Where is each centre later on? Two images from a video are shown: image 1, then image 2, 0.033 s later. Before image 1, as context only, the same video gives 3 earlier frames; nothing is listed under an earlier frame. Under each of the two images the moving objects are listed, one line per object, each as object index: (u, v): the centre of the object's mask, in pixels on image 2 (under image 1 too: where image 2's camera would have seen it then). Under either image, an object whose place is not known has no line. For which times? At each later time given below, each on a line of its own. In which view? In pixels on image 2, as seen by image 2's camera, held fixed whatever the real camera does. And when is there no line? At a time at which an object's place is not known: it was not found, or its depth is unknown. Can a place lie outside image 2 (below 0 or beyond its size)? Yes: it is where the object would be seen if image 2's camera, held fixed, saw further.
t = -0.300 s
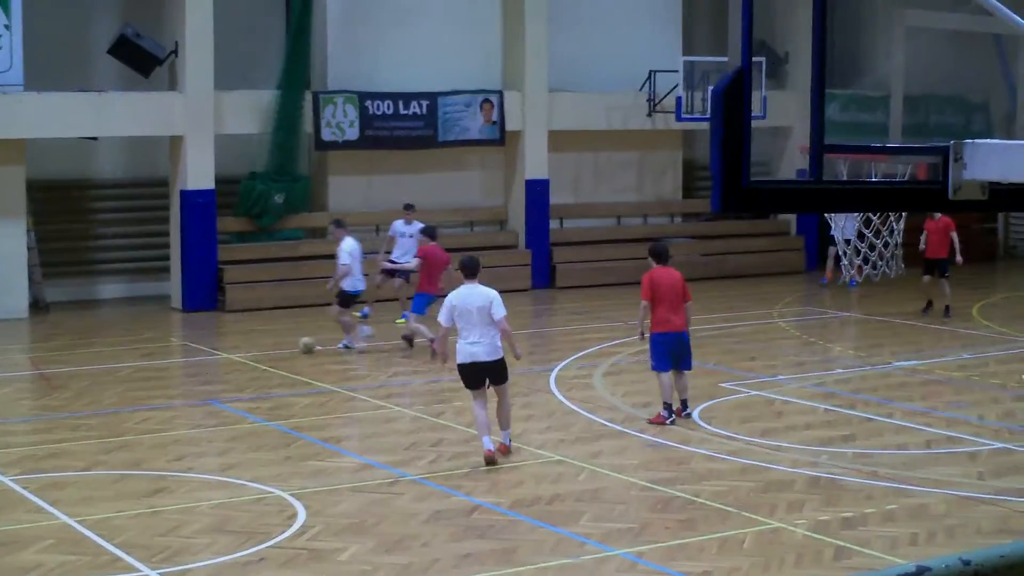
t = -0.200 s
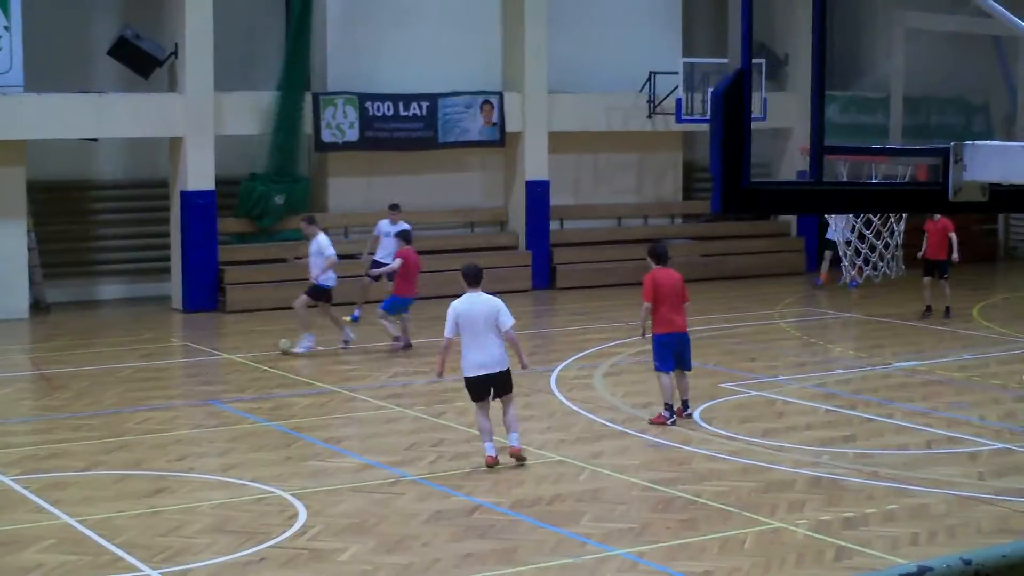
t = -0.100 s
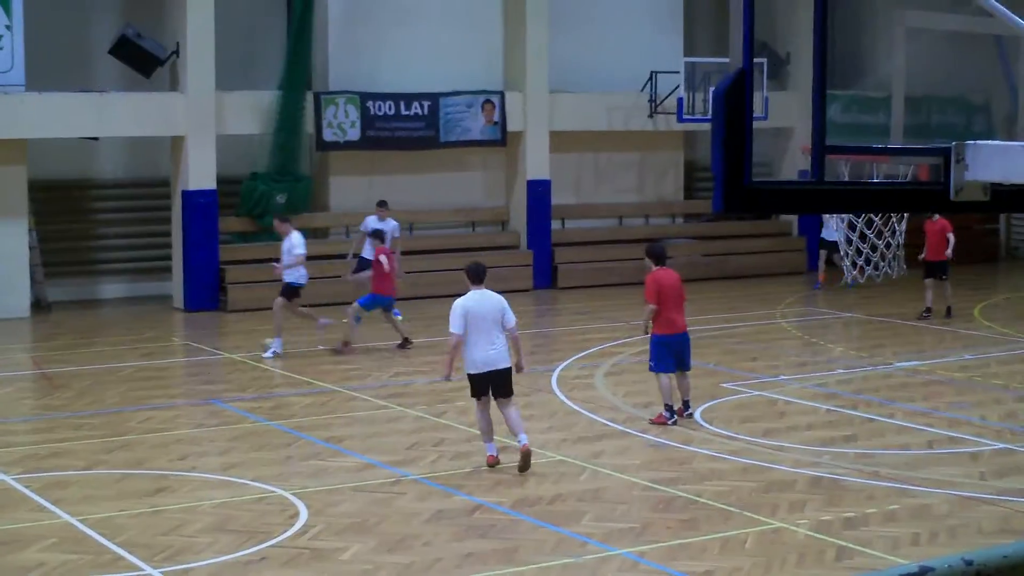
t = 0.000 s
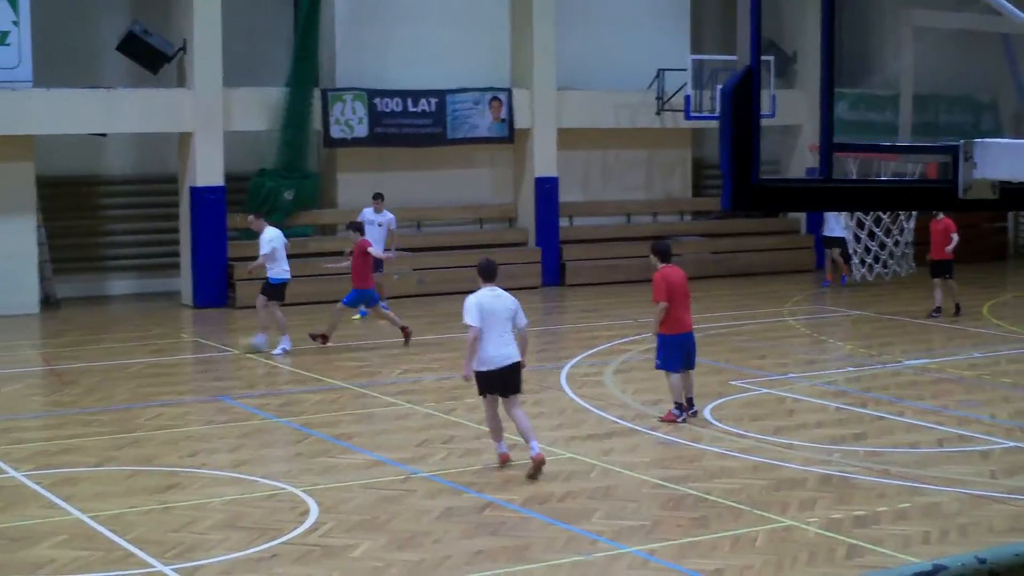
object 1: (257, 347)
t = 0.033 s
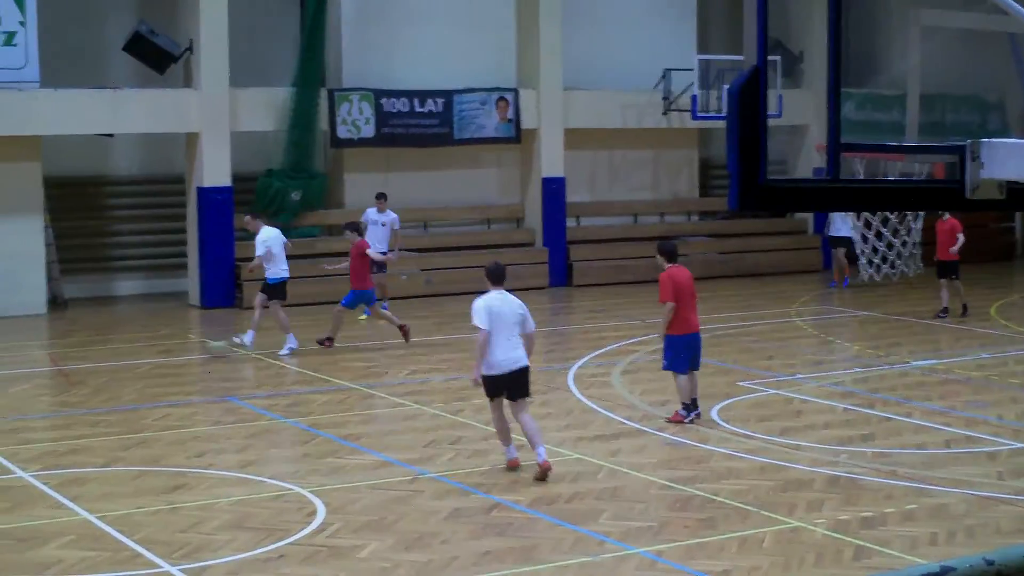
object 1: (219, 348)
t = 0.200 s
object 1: (22, 372)
